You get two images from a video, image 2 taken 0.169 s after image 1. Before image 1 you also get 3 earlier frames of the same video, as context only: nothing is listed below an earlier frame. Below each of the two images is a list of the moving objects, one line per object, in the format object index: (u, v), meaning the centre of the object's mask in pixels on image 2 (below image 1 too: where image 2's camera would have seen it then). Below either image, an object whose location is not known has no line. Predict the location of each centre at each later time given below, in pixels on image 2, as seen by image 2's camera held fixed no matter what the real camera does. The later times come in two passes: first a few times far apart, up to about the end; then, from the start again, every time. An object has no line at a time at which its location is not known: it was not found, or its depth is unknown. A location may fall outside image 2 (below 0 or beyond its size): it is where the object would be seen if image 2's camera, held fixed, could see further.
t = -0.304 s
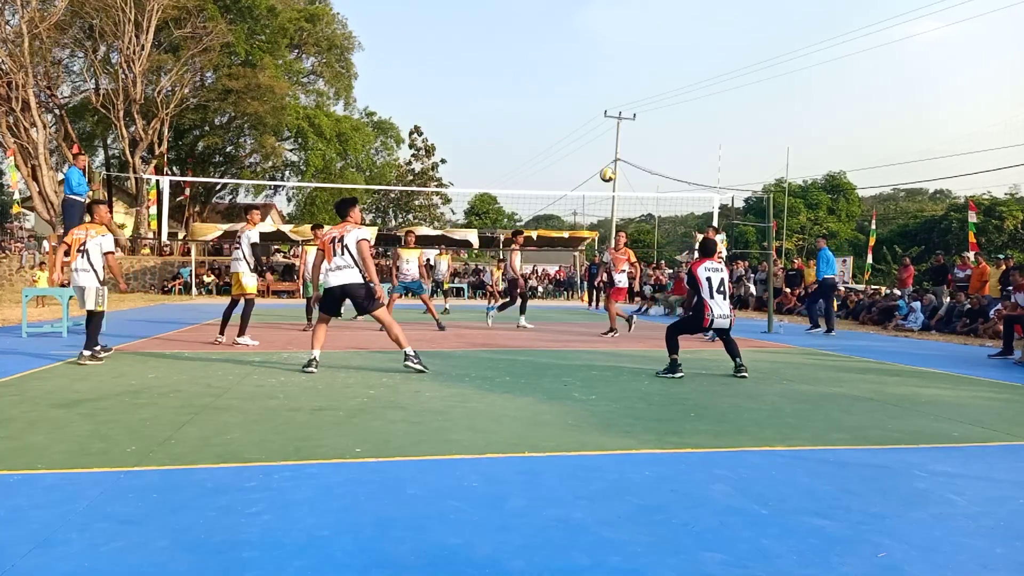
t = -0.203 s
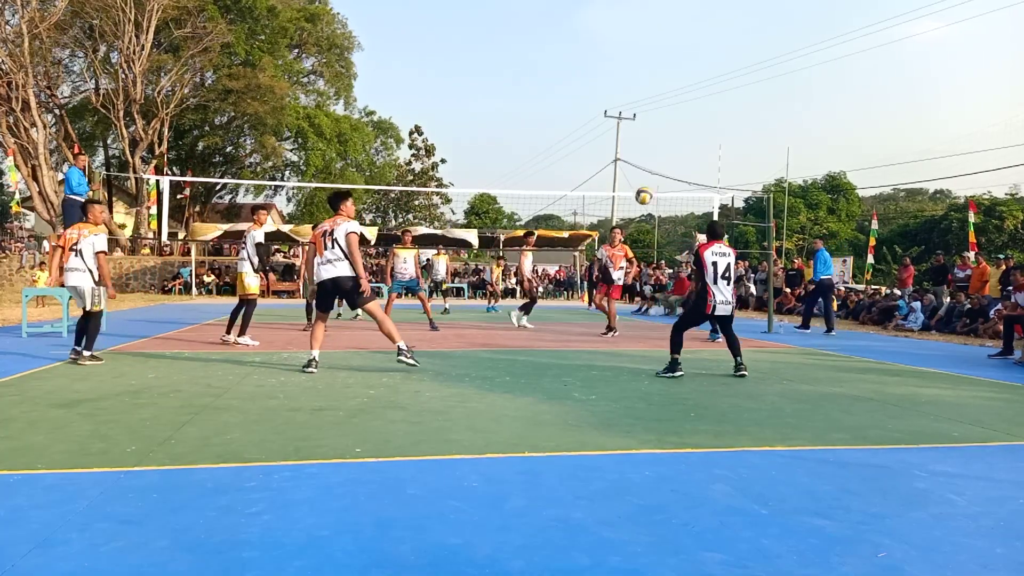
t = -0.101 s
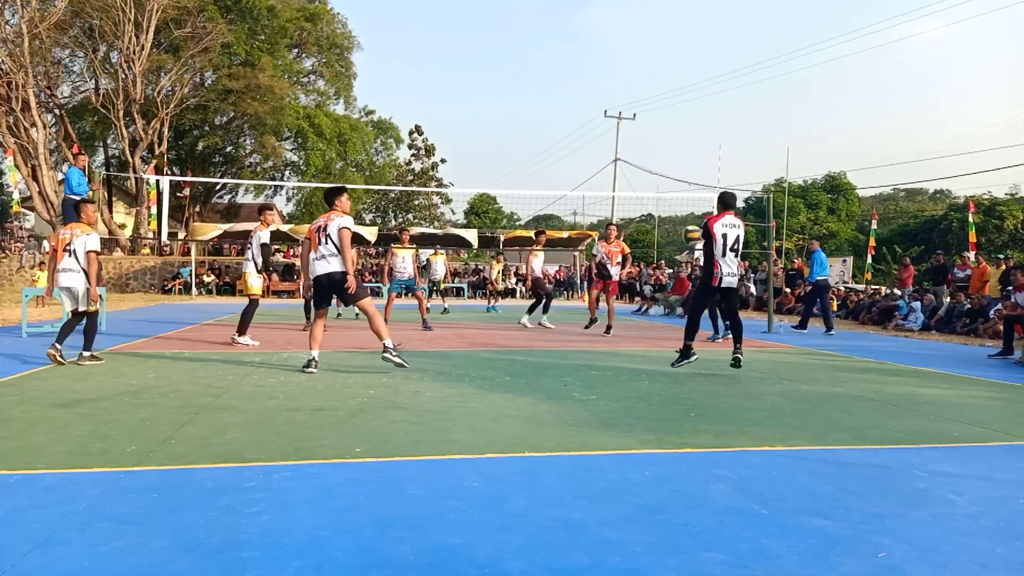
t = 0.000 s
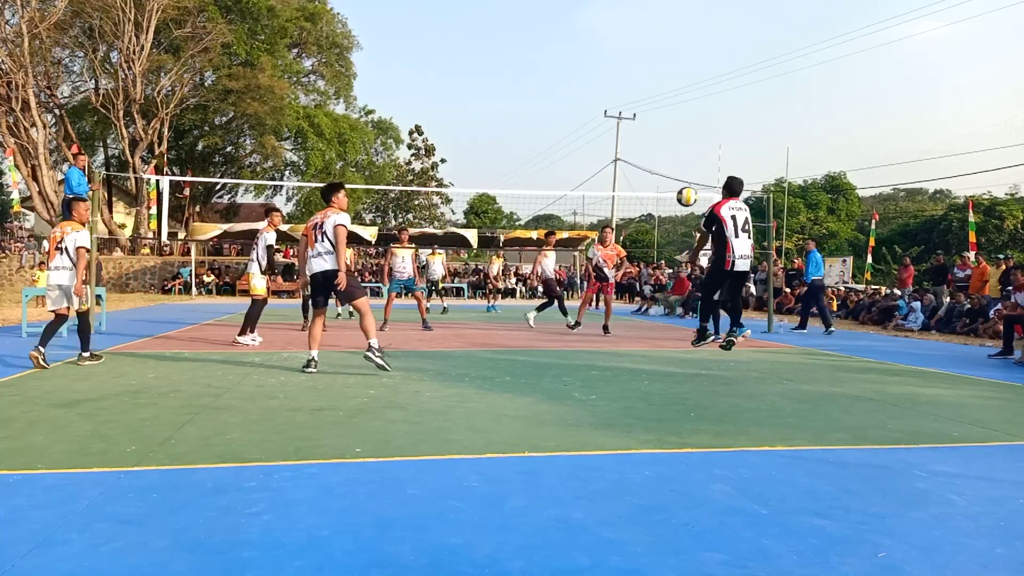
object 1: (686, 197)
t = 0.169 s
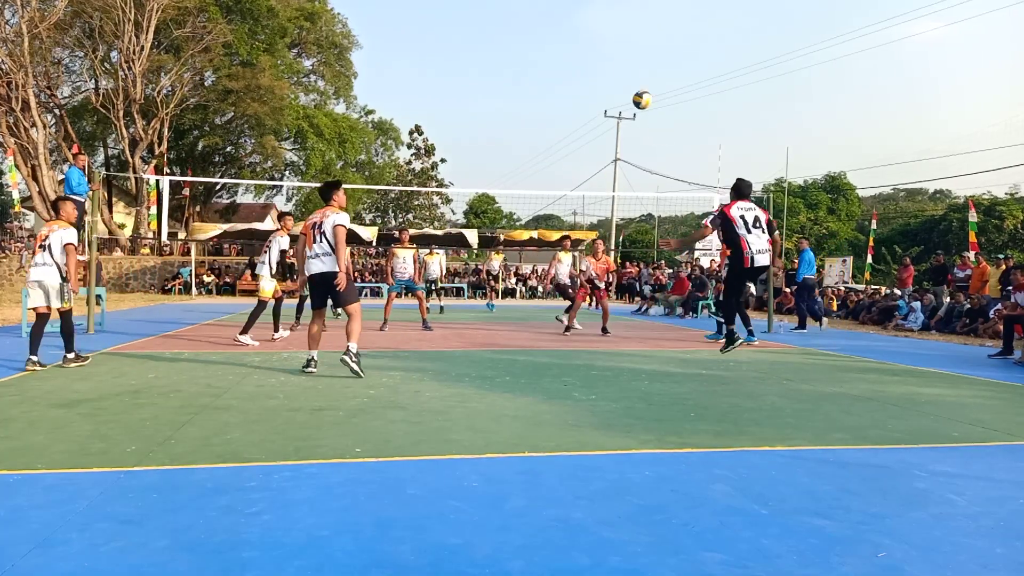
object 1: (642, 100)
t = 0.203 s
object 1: (634, 85)
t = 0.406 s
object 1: (590, 22)
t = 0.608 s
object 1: (555, 3)
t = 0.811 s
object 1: (525, 8)
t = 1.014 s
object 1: (497, 43)
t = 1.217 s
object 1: (471, 99)
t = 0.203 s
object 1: (634, 85)
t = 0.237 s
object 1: (626, 71)
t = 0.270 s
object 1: (618, 59)
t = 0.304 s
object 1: (611, 48)
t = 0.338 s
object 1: (604, 38)
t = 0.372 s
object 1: (597, 30)
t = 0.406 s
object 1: (590, 22)
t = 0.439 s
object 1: (584, 16)
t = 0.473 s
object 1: (578, 11)
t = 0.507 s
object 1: (572, 7)
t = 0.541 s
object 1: (566, 5)
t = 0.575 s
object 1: (561, 4)
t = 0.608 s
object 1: (555, 3)
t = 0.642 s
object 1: (550, 3)
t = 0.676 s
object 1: (544, 3)
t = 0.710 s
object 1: (540, 4)
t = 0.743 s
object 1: (535, 5)
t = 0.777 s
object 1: (530, 6)
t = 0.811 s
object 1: (525, 8)
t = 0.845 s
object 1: (520, 13)
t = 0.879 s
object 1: (515, 17)
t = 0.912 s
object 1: (510, 23)
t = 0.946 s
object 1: (506, 29)
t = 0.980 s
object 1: (501, 36)
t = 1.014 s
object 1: (497, 43)
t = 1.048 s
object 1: (493, 51)
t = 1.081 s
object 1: (488, 60)
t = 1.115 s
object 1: (484, 69)
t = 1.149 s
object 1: (480, 79)
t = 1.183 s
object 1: (476, 89)
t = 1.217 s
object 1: (471, 99)
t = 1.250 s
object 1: (467, 111)
